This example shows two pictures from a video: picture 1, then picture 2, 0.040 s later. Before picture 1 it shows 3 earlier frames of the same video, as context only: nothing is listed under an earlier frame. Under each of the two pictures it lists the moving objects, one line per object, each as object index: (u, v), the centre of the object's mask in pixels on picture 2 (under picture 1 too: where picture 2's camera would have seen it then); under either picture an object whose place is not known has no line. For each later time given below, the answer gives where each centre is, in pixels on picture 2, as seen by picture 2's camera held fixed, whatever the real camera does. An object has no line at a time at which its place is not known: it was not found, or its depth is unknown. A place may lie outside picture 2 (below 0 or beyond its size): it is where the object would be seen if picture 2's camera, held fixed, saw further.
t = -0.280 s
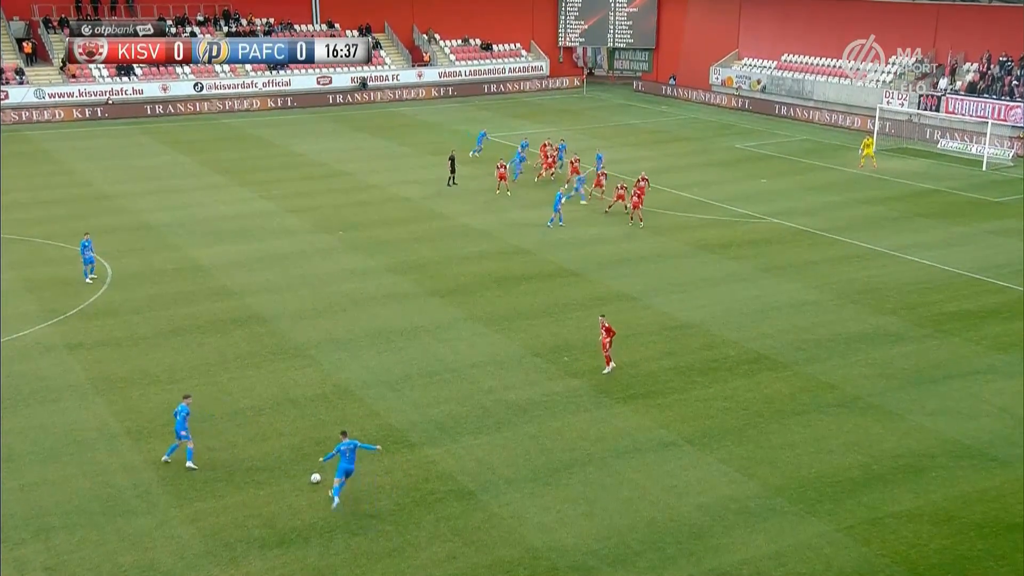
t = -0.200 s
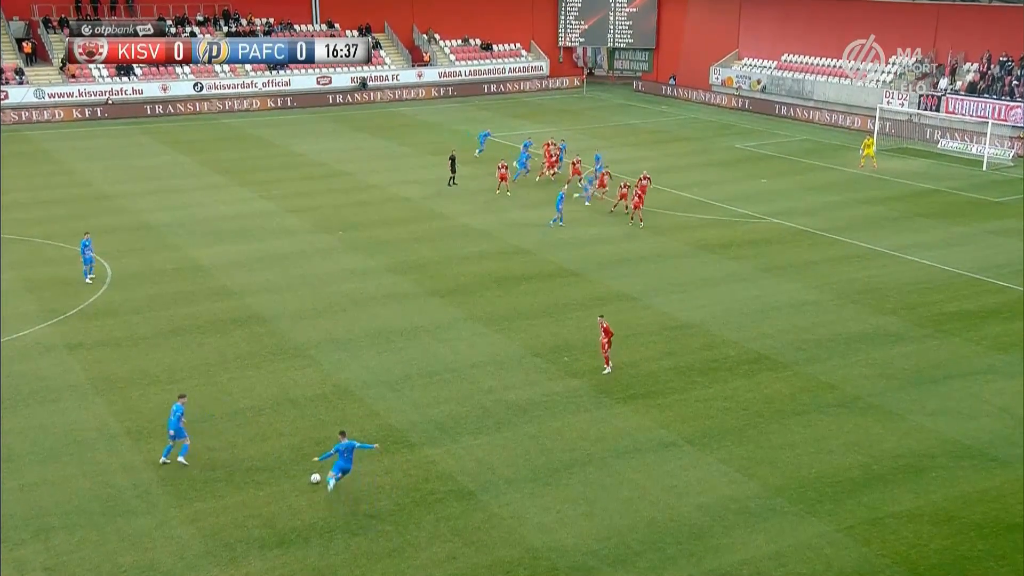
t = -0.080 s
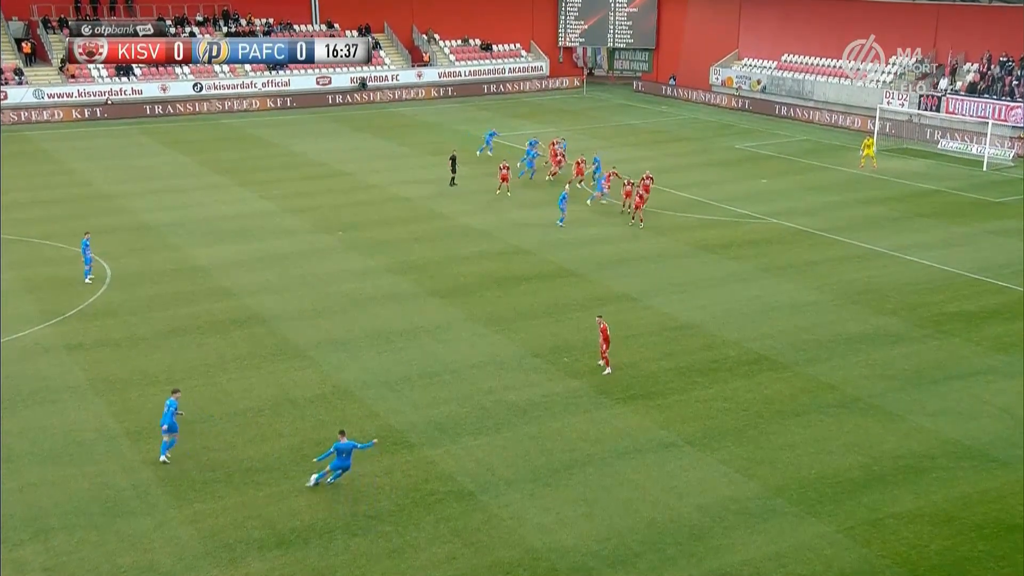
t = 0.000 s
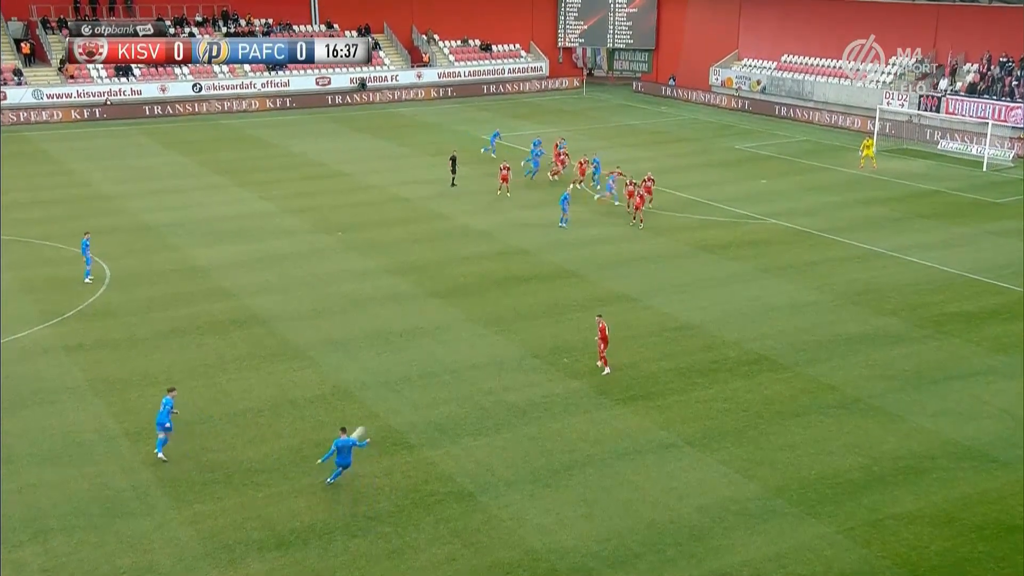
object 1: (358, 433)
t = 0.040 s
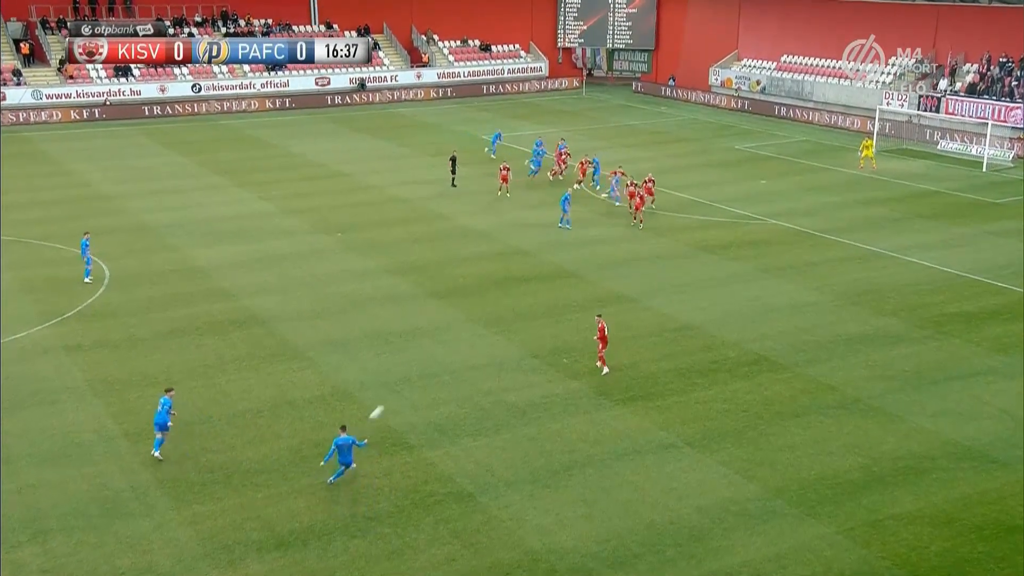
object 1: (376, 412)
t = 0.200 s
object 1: (445, 341)
